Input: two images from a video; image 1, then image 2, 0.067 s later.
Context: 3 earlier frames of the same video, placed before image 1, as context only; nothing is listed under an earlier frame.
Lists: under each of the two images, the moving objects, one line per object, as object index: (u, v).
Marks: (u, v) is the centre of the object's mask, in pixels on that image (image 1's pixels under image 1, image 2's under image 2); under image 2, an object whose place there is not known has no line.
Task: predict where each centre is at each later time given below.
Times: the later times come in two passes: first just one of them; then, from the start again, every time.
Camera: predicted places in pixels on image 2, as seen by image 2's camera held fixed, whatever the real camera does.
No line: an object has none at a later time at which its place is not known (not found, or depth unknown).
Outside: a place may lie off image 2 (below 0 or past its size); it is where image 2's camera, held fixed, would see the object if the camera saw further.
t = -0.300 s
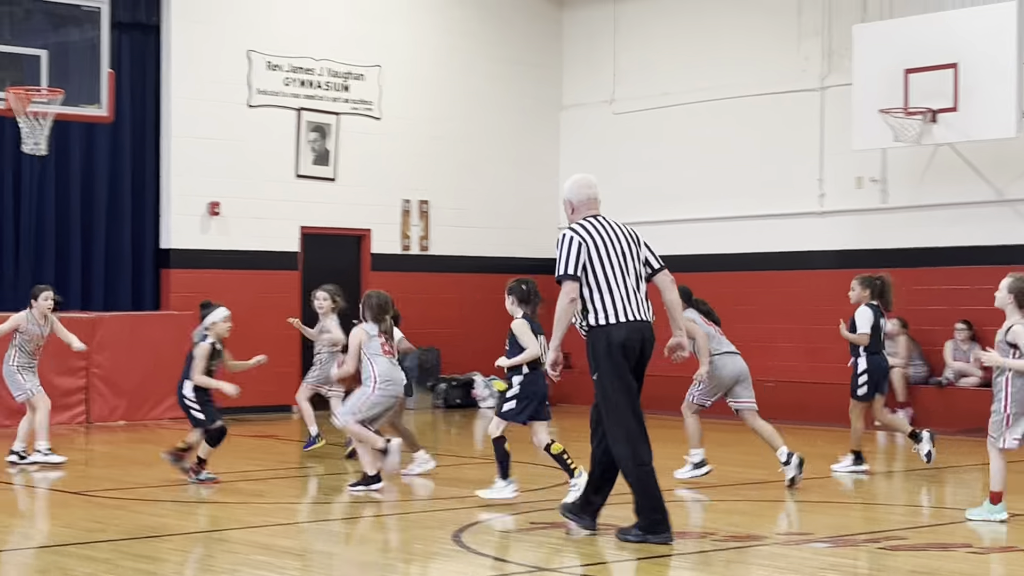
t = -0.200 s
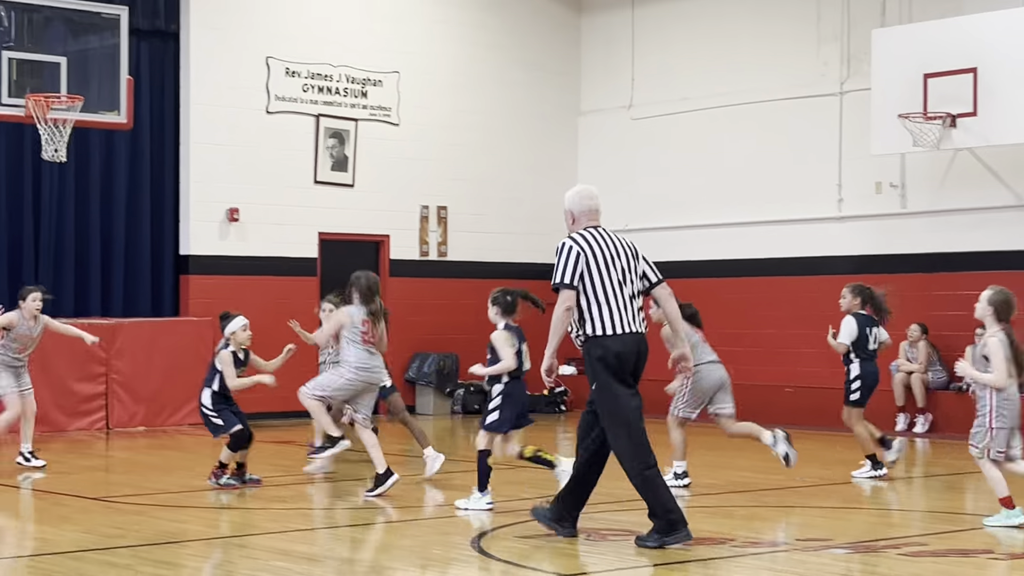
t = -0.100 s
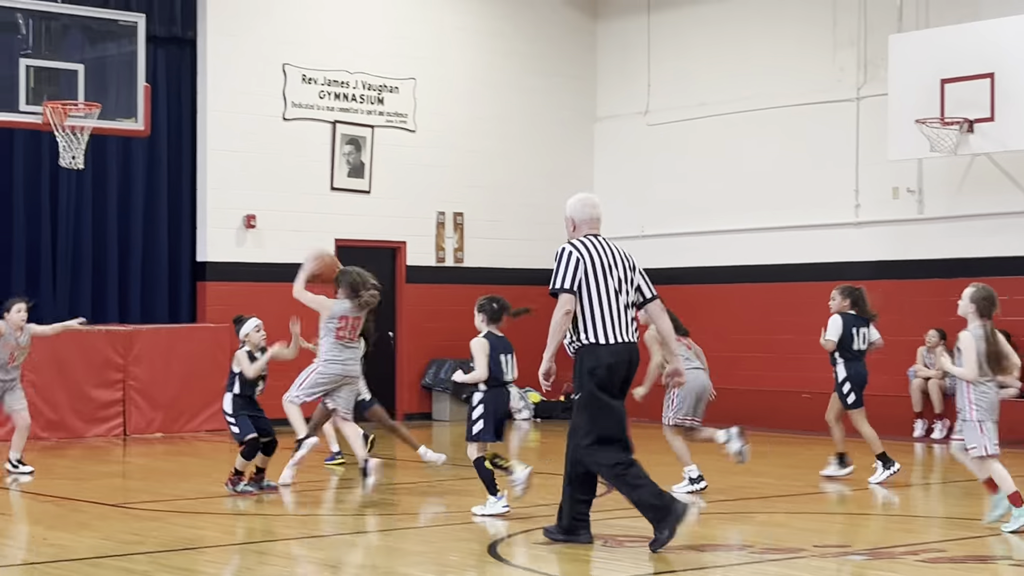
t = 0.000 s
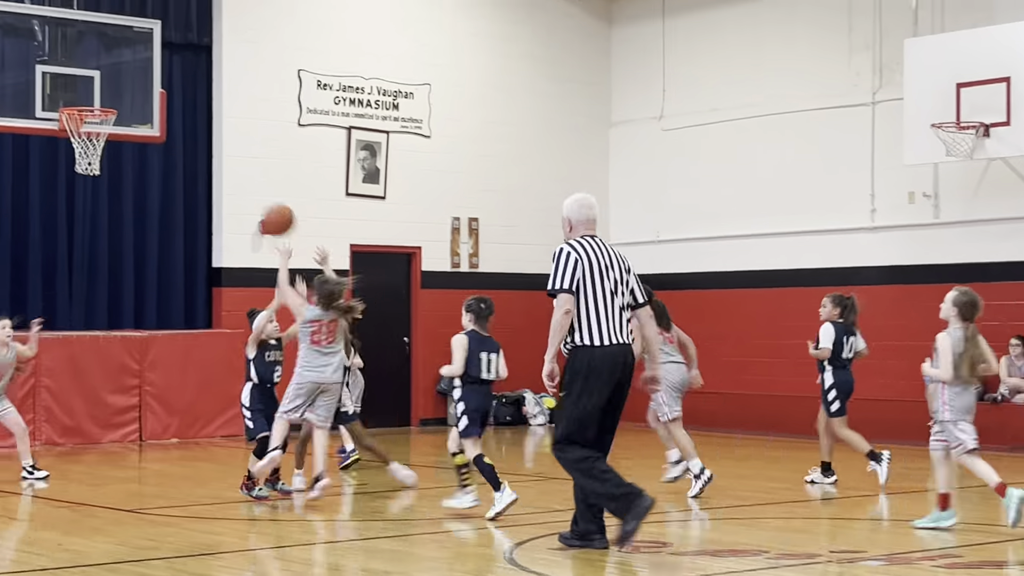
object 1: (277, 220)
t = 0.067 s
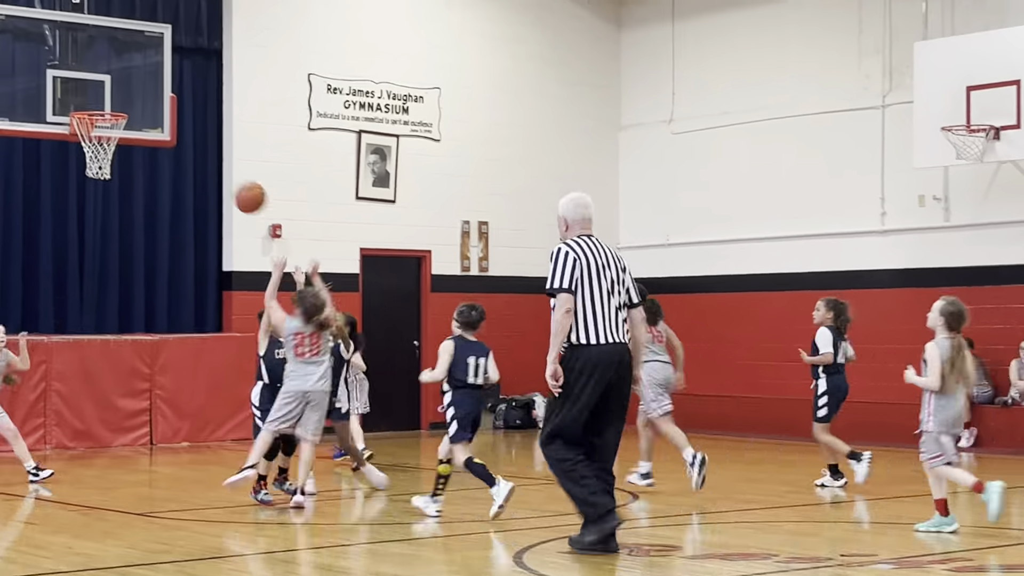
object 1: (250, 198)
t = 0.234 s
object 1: (157, 163)
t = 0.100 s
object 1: (229, 186)
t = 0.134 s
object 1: (211, 178)
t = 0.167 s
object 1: (194, 171)
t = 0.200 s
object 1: (175, 166)
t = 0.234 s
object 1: (157, 163)
